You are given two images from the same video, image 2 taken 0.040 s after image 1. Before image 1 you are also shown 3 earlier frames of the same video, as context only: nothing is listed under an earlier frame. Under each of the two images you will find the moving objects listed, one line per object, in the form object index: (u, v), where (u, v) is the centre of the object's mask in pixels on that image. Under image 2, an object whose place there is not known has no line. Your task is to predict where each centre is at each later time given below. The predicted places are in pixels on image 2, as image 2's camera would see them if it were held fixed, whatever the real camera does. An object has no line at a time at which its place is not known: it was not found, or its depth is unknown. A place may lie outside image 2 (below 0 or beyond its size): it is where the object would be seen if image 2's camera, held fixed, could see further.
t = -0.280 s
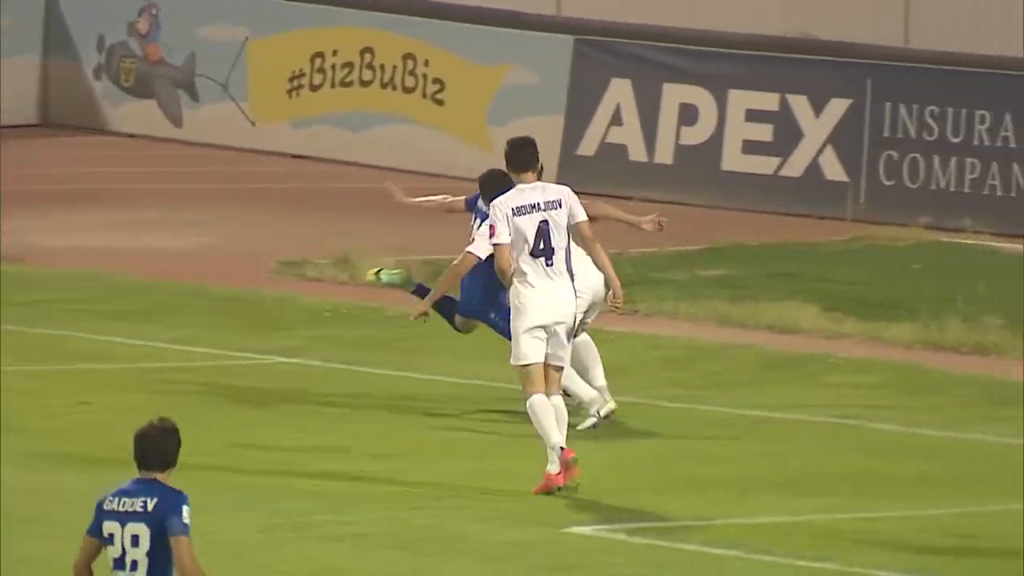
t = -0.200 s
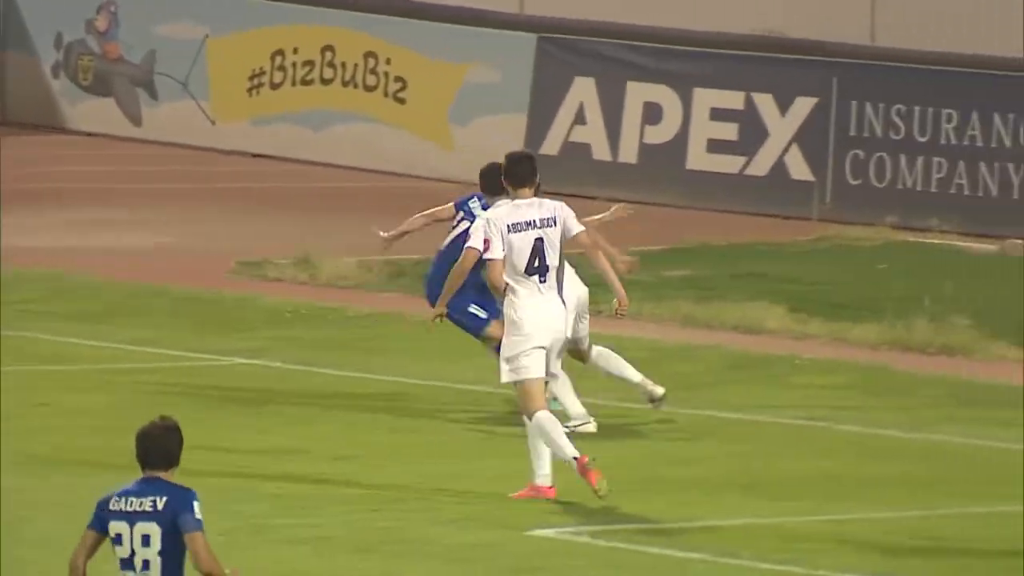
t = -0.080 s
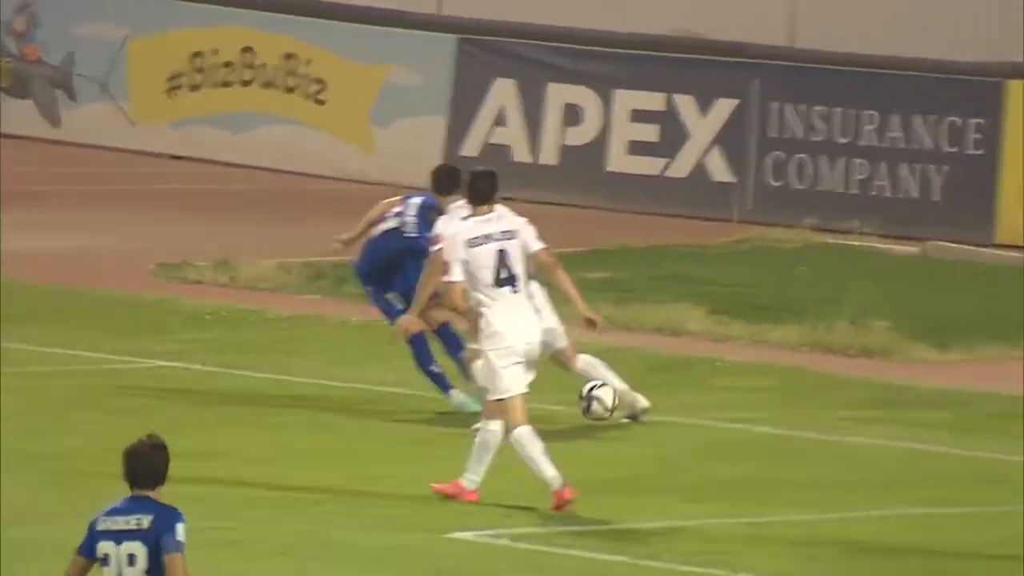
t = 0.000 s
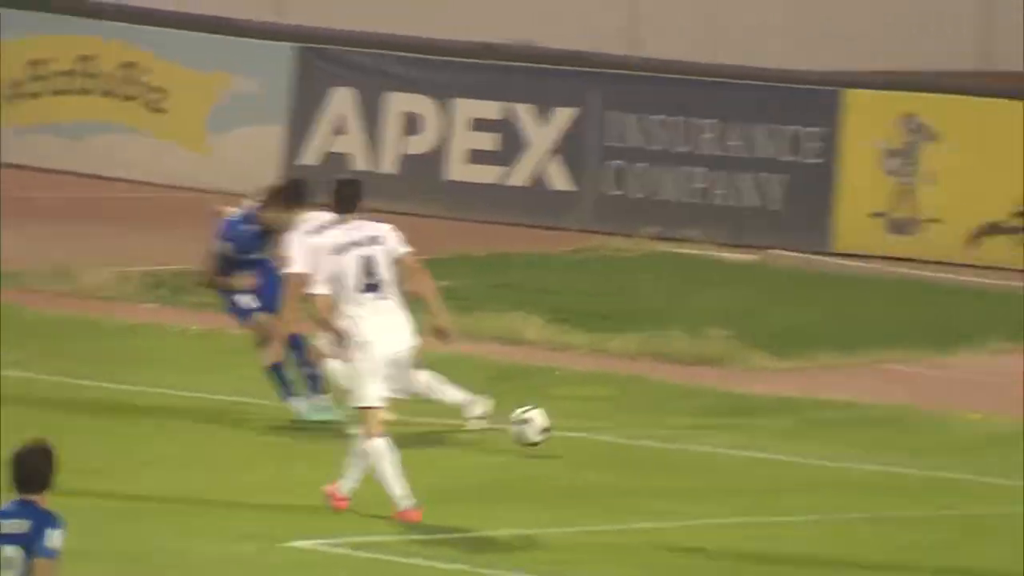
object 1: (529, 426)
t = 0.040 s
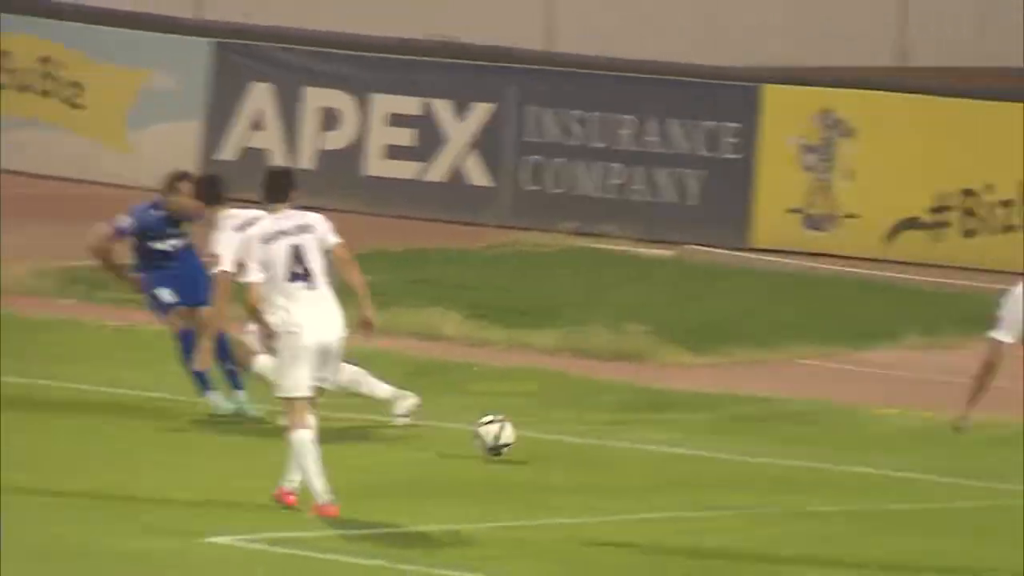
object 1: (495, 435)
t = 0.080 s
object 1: (538, 451)
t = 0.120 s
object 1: (581, 458)
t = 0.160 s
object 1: (622, 462)
